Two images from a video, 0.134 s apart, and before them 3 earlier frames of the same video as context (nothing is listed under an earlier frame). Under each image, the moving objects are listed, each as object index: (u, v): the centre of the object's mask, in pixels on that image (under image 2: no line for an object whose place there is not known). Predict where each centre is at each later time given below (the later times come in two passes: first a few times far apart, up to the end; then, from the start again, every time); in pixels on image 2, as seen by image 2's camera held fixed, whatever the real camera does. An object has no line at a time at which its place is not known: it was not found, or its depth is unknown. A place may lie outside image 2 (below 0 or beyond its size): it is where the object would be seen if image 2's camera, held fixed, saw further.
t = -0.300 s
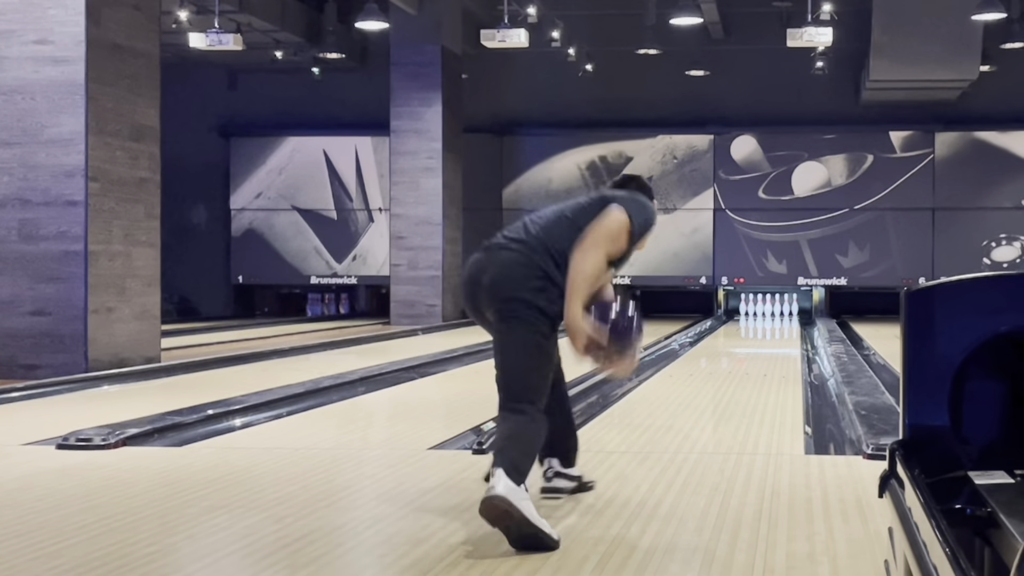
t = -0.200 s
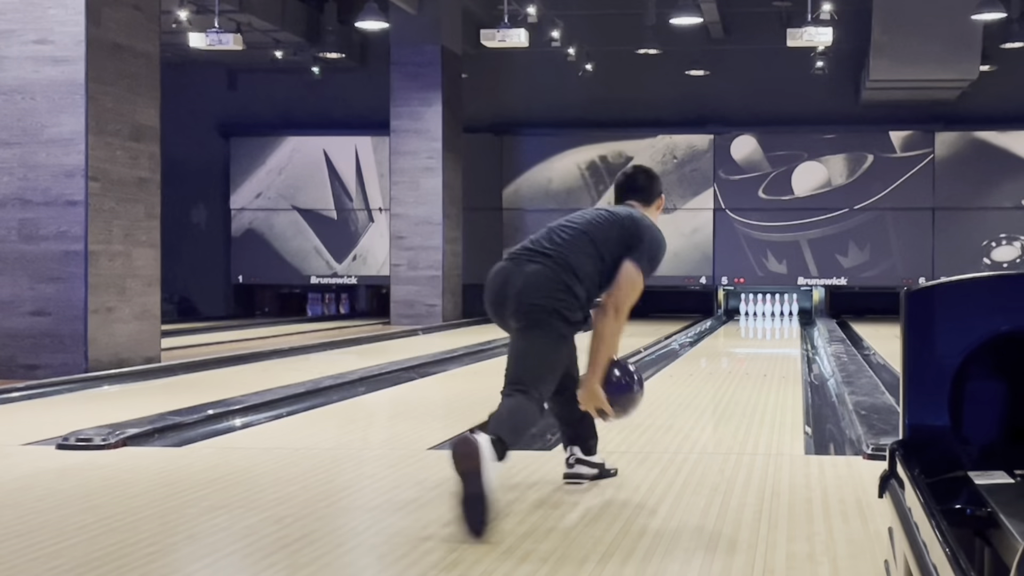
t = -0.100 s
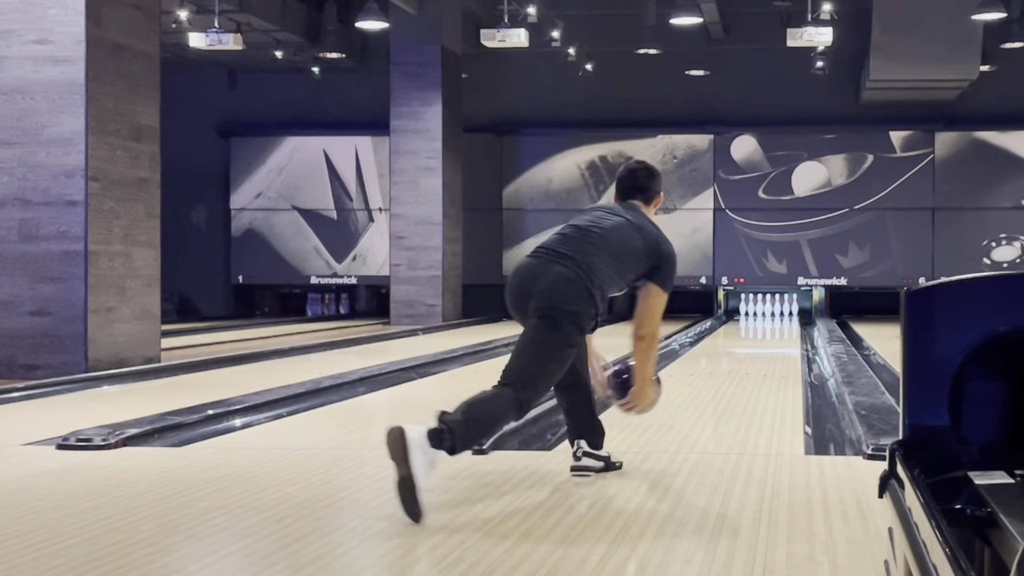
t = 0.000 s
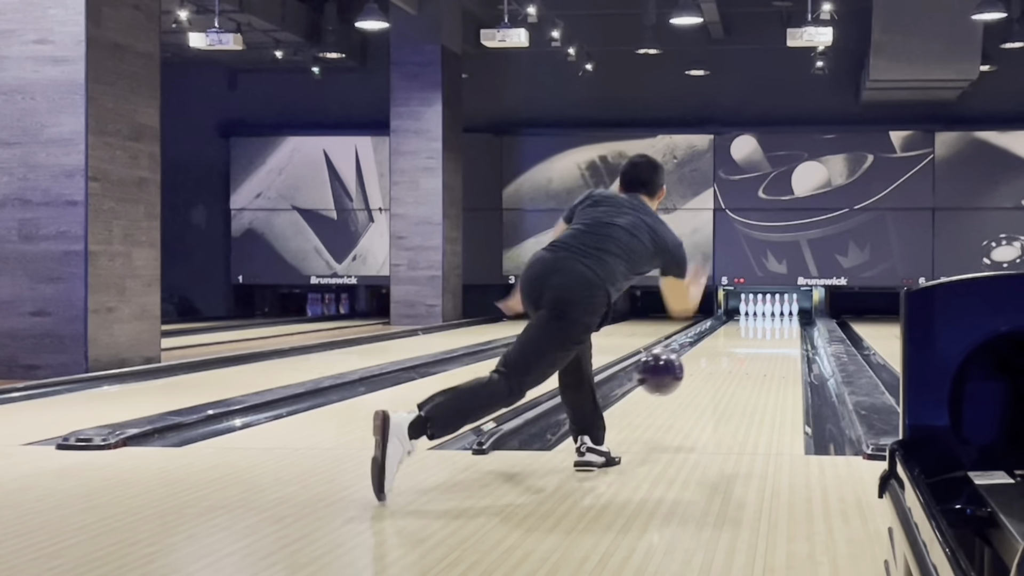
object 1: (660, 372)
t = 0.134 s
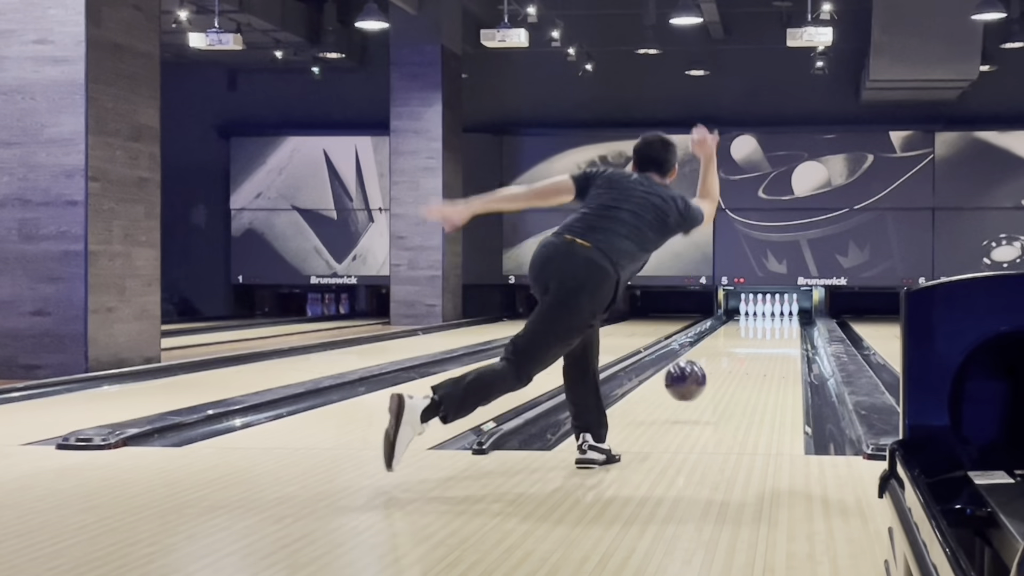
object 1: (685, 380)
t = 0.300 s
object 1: (709, 381)
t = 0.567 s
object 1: (735, 362)
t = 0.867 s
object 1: (754, 348)
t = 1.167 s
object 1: (767, 337)
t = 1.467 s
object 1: (775, 329)
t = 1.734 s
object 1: (780, 324)
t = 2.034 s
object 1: (783, 318)
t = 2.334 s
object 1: (782, 315)
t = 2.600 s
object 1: (776, 312)
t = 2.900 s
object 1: (768, 310)
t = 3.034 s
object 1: (764, 309)
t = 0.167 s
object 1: (691, 387)
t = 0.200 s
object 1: (696, 391)
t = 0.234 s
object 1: (700, 386)
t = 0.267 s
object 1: (705, 383)
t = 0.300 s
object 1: (709, 381)
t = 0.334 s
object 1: (713, 379)
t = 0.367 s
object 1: (717, 376)
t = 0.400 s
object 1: (720, 373)
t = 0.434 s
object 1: (724, 371)
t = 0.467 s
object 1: (727, 369)
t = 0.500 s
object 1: (730, 367)
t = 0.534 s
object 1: (733, 364)
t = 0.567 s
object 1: (735, 362)
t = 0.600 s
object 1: (738, 360)
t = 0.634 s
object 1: (740, 359)
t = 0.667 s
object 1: (743, 357)
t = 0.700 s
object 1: (745, 355)
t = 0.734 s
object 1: (747, 354)
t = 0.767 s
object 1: (749, 352)
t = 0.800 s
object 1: (751, 351)
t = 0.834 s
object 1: (753, 349)
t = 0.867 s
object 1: (754, 348)
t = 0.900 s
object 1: (756, 347)
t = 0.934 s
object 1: (758, 345)
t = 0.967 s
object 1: (759, 344)
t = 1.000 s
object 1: (761, 343)
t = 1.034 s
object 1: (762, 342)
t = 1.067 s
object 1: (763, 340)
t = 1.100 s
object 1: (764, 339)
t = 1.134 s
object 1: (766, 338)
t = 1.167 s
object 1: (767, 337)
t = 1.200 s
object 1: (768, 336)
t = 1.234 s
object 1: (769, 335)
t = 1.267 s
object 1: (770, 334)
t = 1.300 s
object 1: (771, 333)
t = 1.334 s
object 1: (772, 332)
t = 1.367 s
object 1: (772, 332)
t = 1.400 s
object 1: (773, 331)
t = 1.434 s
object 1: (774, 330)
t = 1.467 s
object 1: (775, 329)
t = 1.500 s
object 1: (775, 328)
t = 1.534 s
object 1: (776, 328)
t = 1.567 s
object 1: (777, 327)
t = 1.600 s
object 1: (778, 326)
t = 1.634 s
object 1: (778, 325)
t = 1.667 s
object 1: (779, 325)
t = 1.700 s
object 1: (780, 324)
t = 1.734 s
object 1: (780, 324)
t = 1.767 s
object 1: (780, 323)
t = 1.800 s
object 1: (781, 322)
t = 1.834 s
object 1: (781, 322)
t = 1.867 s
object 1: (781, 321)
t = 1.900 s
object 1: (782, 320)
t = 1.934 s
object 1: (783, 320)
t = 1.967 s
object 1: (783, 319)
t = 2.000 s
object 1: (783, 319)
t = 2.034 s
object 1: (783, 318)
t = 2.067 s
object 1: (783, 318)
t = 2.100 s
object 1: (783, 317)
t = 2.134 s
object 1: (783, 317)
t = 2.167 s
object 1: (783, 317)
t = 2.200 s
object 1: (783, 316)
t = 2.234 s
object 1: (782, 316)
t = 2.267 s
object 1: (782, 316)
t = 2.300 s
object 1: (782, 315)
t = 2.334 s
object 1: (782, 315)
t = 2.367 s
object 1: (781, 314)
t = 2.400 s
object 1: (780, 314)
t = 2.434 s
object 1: (780, 314)
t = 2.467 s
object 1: (779, 313)
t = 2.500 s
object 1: (778, 313)
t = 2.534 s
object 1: (777, 313)
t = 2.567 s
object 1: (777, 312)
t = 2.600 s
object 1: (776, 312)
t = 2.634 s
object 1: (775, 312)
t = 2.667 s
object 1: (774, 311)
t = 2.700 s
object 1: (772, 311)
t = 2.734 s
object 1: (771, 311)
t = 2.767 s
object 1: (771, 311)
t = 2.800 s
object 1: (771, 310)
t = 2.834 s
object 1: (769, 311)
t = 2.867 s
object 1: (769, 310)
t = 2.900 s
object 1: (768, 310)
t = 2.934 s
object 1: (767, 310)
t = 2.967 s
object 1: (766, 310)
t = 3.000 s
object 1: (765, 309)
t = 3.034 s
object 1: (764, 309)
